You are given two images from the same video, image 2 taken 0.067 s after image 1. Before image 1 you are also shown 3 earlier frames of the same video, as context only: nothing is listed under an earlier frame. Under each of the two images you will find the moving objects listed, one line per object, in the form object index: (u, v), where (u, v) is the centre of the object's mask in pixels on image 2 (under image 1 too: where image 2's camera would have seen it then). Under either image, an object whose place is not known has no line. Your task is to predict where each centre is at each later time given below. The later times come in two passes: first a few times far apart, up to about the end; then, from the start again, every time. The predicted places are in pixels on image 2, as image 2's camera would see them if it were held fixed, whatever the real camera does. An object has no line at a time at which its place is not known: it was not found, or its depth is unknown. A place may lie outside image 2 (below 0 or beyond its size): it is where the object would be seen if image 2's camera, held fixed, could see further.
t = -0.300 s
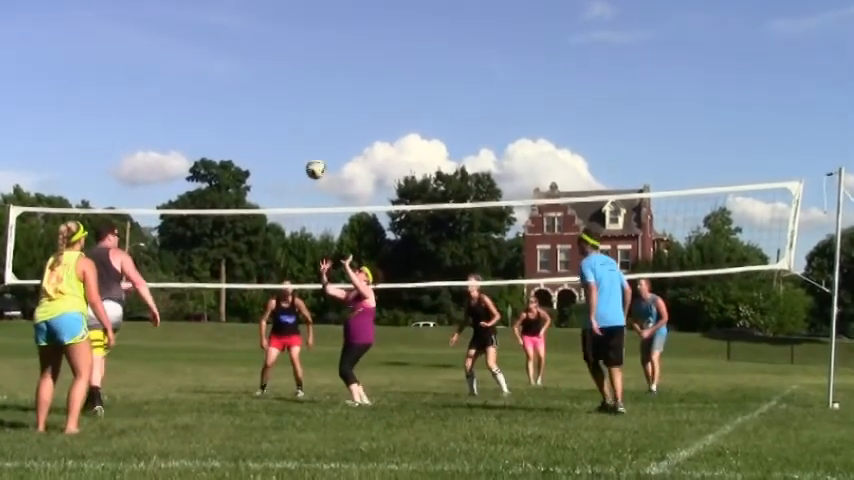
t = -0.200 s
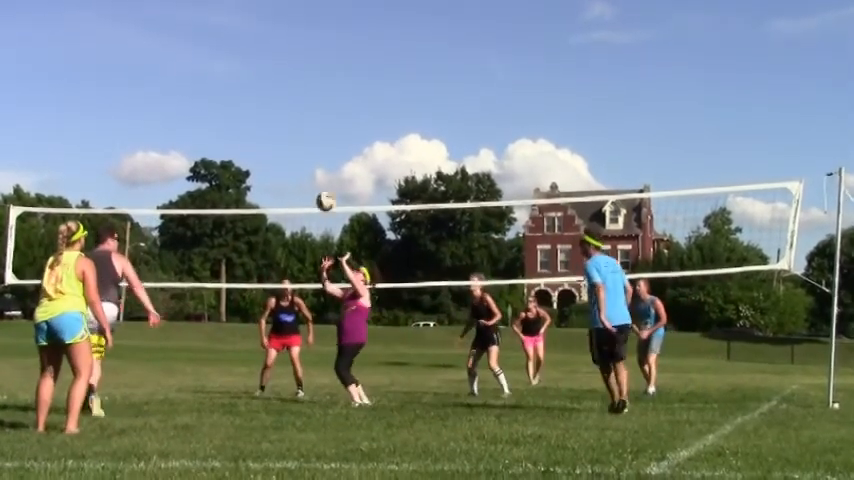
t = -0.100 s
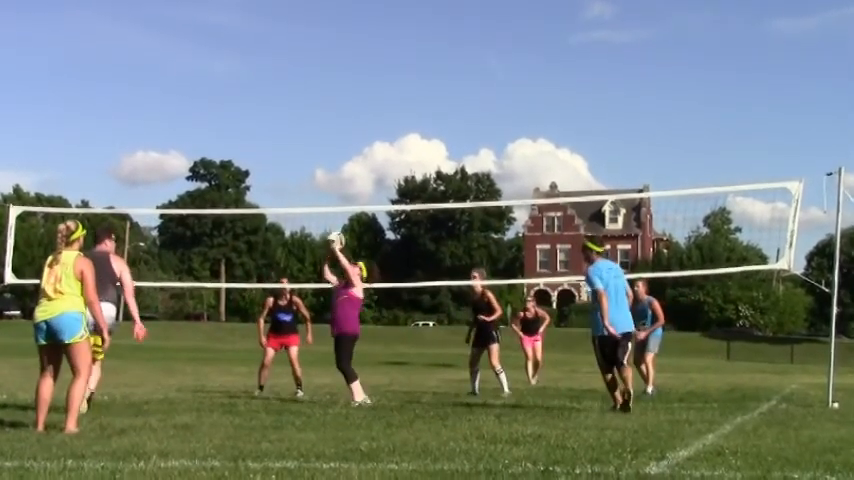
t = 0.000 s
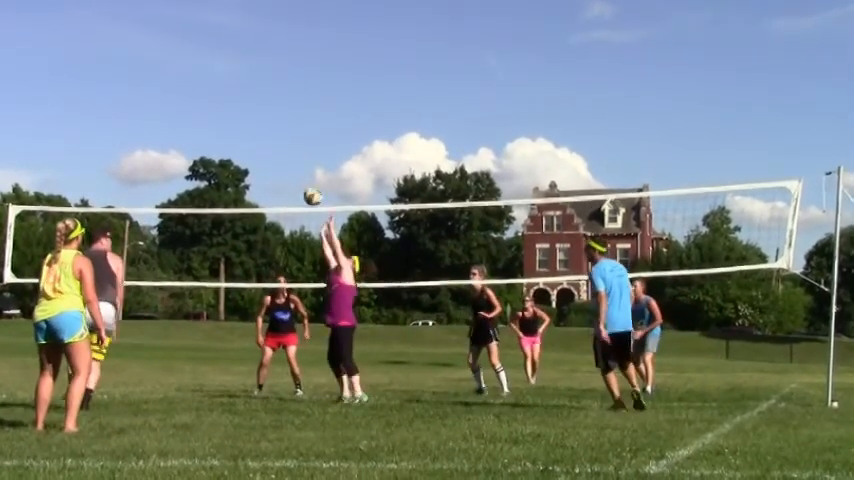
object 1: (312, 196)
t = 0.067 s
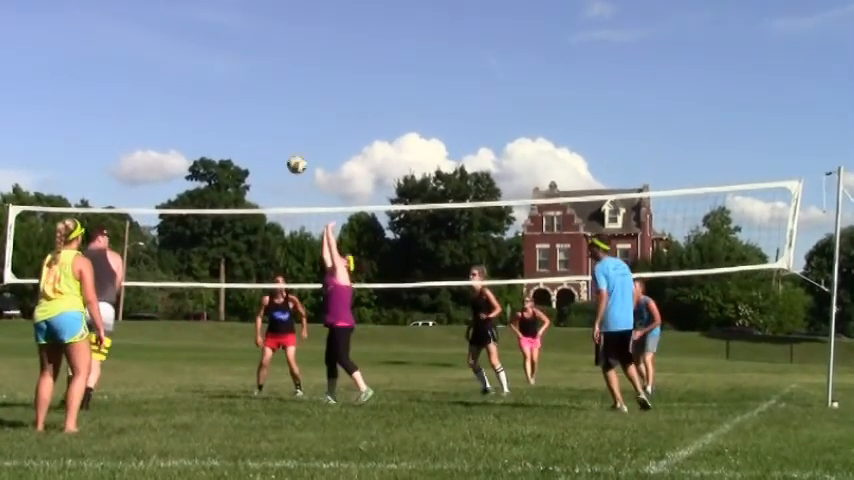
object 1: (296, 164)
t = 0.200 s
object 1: (265, 113)
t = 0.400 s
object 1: (216, 66)
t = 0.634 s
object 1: (162, 58)
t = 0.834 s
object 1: (119, 86)
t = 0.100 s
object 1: (289, 151)
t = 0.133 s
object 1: (281, 137)
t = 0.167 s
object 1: (273, 125)
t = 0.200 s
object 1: (265, 113)
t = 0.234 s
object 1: (257, 102)
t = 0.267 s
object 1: (248, 93)
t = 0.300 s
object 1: (241, 84)
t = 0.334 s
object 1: (232, 75)
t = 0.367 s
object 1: (224, 70)
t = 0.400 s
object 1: (216, 66)
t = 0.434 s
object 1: (208, 62)
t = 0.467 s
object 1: (201, 59)
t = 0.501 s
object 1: (194, 58)
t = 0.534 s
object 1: (187, 57)
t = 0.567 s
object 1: (179, 57)
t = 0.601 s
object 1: (171, 56)
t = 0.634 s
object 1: (162, 58)
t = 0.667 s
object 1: (156, 61)
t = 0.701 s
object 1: (147, 64)
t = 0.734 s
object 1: (140, 69)
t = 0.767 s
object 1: (133, 73)
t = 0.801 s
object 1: (126, 78)
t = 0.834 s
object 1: (119, 86)
